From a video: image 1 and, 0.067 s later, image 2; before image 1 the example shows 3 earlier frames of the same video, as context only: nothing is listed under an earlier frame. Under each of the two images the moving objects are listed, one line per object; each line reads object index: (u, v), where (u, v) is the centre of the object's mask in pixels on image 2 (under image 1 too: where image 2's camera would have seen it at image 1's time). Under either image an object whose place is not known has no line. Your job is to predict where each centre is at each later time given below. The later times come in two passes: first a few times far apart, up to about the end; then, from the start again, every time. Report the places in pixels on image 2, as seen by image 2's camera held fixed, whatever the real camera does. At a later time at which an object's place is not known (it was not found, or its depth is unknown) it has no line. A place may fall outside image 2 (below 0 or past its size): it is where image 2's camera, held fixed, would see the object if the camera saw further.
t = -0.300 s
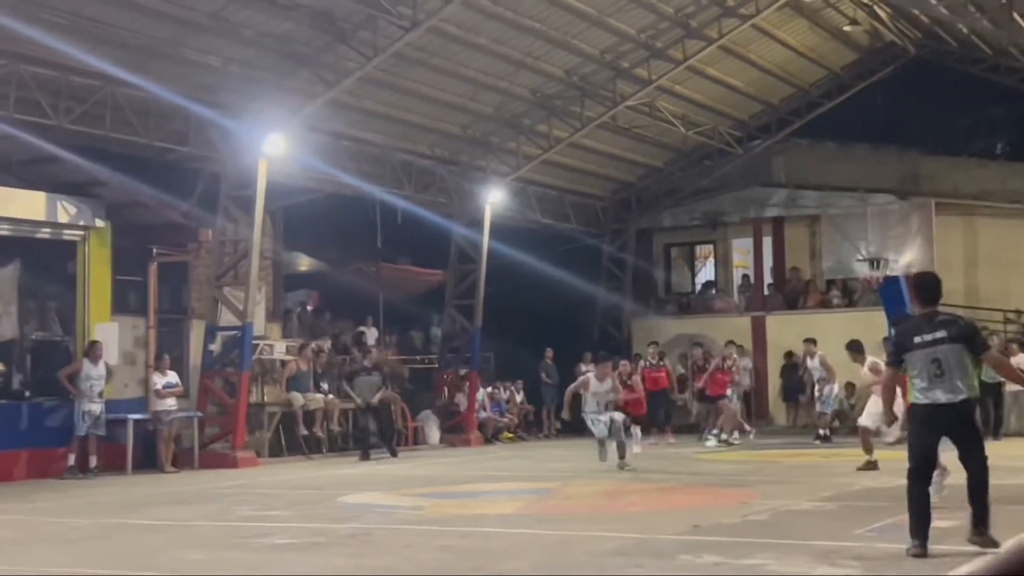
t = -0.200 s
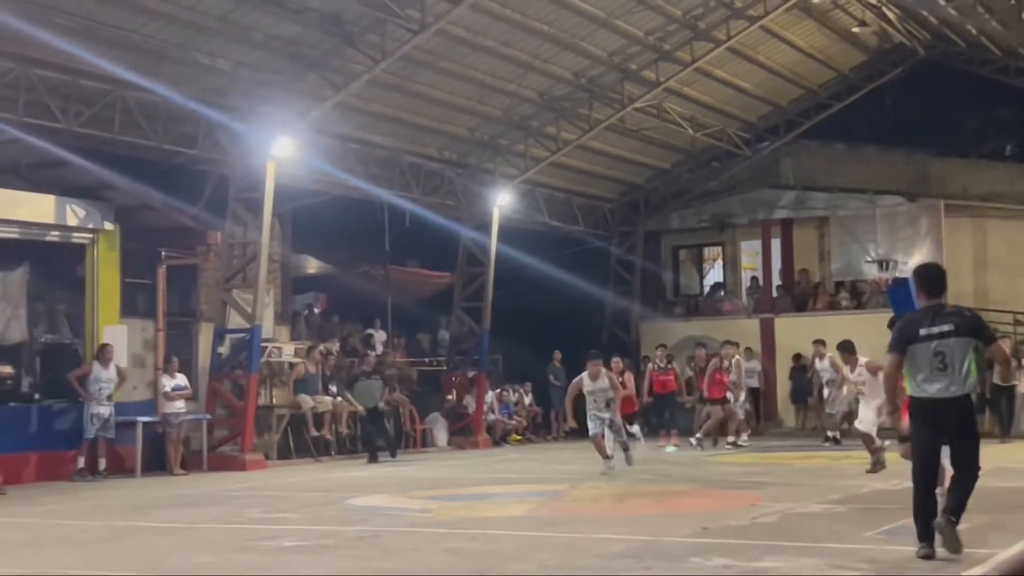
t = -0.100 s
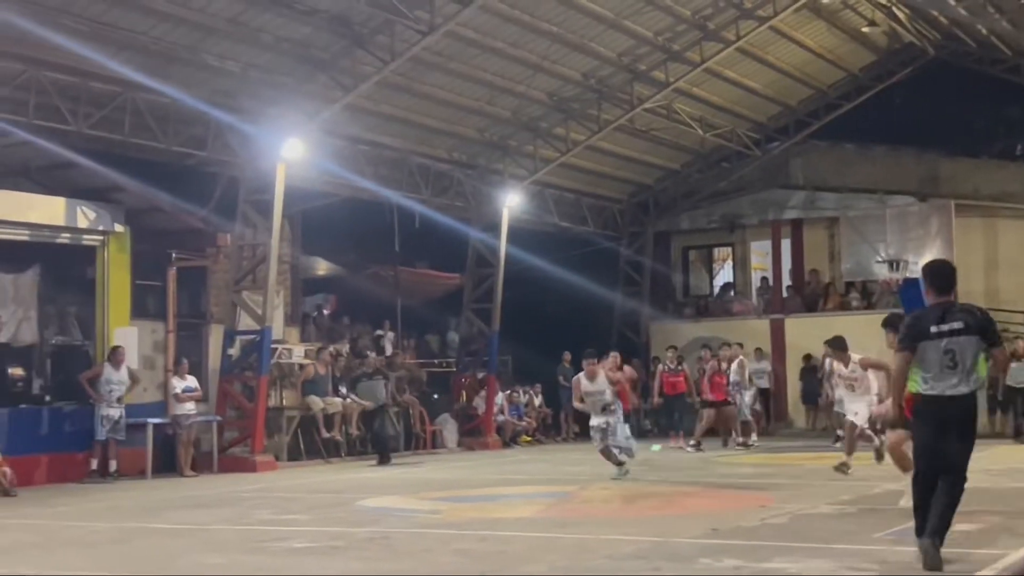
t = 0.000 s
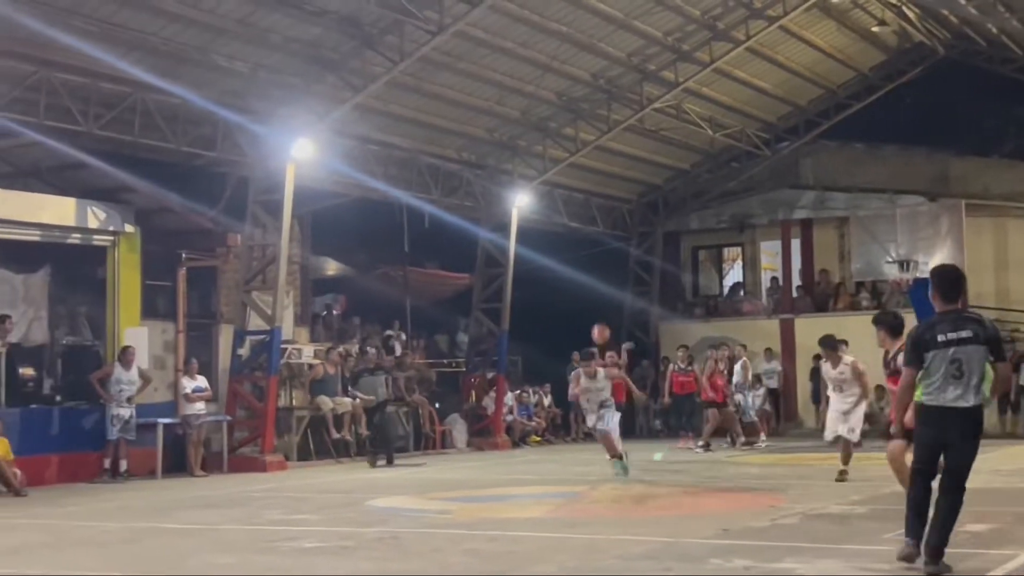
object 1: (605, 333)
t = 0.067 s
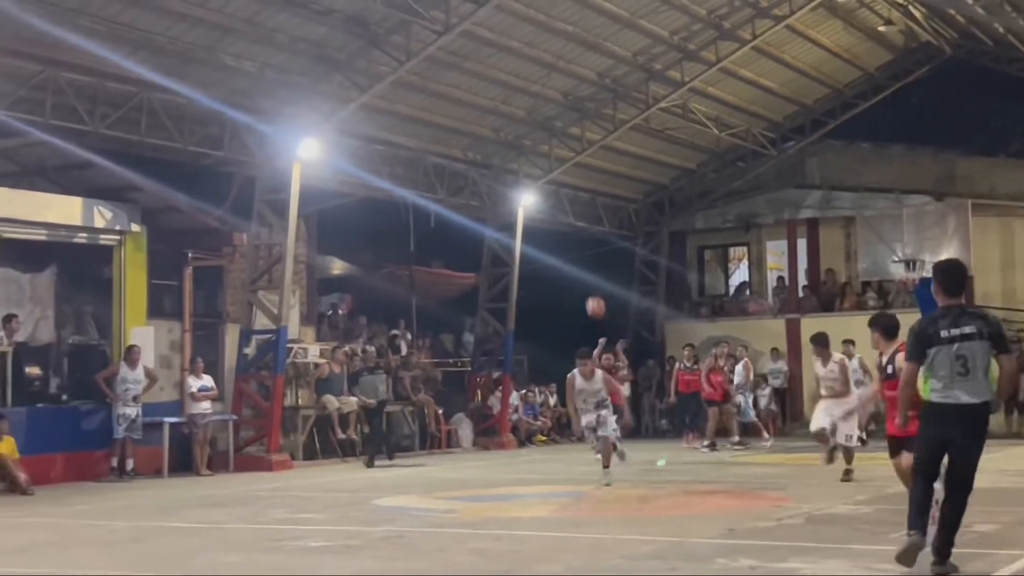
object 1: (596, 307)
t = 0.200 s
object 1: (572, 260)
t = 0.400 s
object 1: (530, 200)
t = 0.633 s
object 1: (466, 158)
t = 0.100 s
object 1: (590, 295)
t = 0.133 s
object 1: (585, 282)
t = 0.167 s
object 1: (580, 270)
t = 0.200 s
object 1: (572, 260)
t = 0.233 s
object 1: (567, 249)
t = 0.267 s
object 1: (560, 238)
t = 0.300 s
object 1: (554, 229)
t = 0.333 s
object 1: (547, 220)
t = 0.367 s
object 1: (540, 212)
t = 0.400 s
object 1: (530, 200)
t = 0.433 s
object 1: (522, 192)
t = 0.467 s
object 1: (514, 183)
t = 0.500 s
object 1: (506, 178)
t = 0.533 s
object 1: (496, 170)
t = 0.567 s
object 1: (486, 166)
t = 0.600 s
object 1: (476, 162)
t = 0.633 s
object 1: (466, 158)
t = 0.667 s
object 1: (454, 156)
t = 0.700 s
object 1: (441, 155)
